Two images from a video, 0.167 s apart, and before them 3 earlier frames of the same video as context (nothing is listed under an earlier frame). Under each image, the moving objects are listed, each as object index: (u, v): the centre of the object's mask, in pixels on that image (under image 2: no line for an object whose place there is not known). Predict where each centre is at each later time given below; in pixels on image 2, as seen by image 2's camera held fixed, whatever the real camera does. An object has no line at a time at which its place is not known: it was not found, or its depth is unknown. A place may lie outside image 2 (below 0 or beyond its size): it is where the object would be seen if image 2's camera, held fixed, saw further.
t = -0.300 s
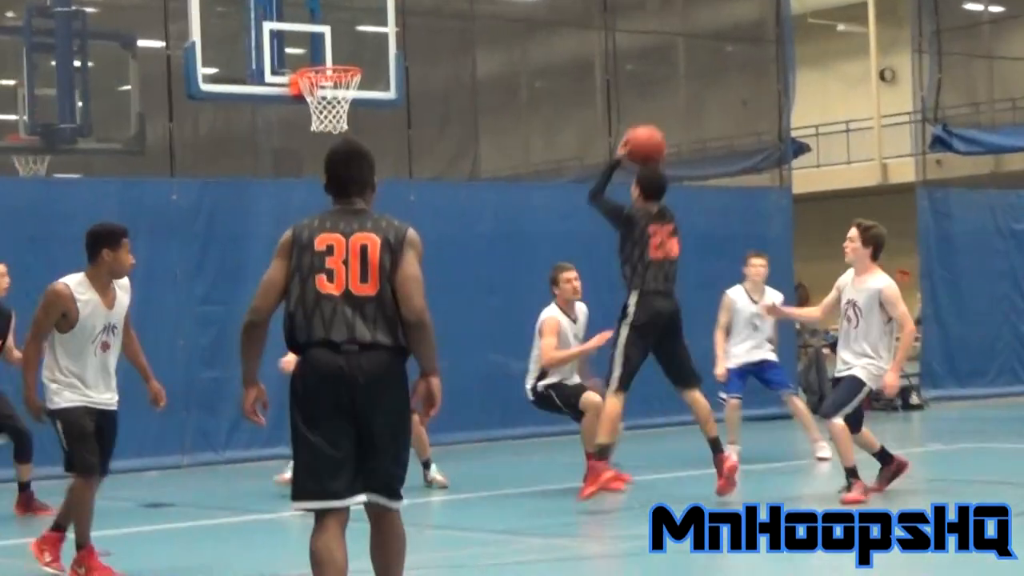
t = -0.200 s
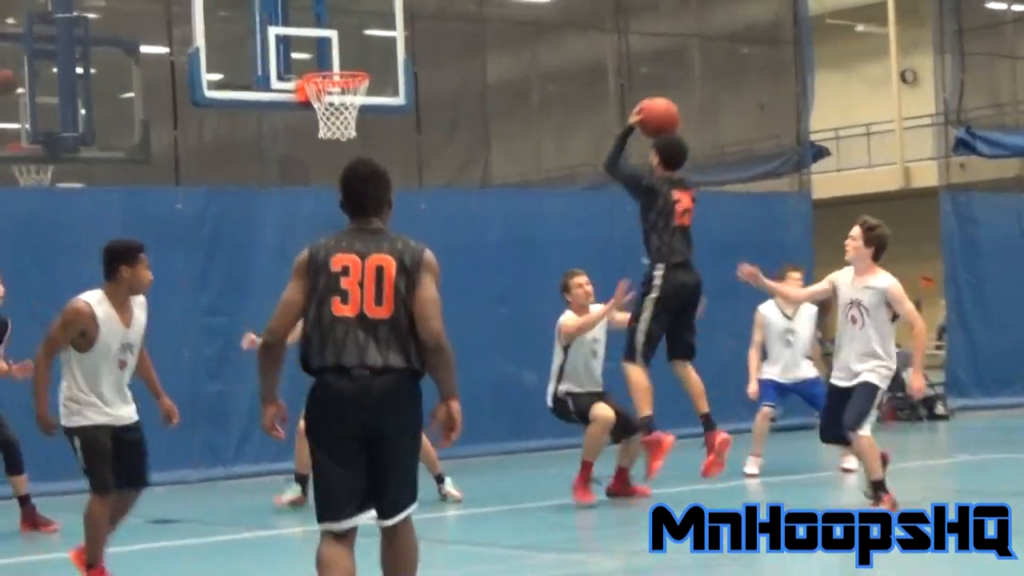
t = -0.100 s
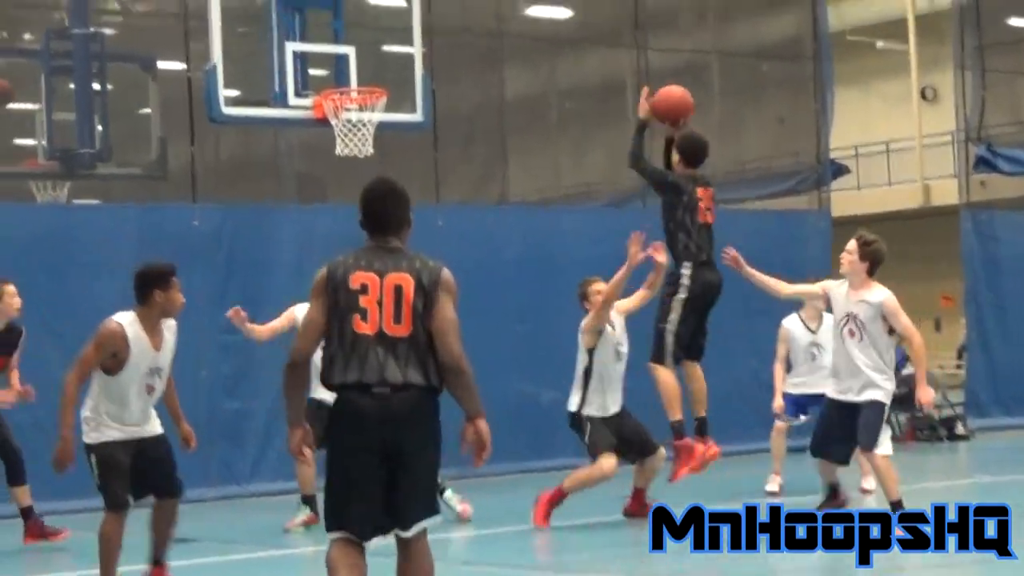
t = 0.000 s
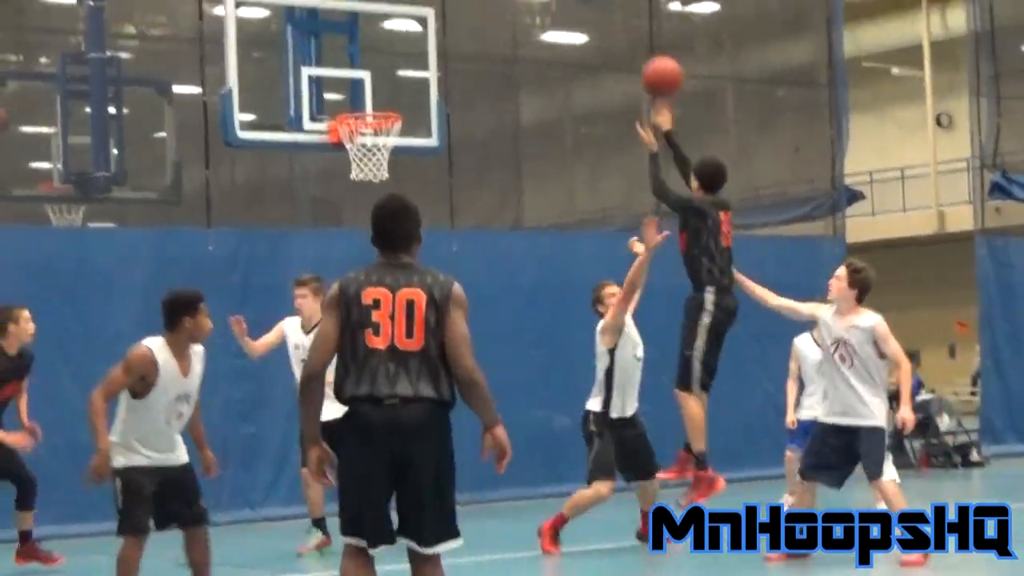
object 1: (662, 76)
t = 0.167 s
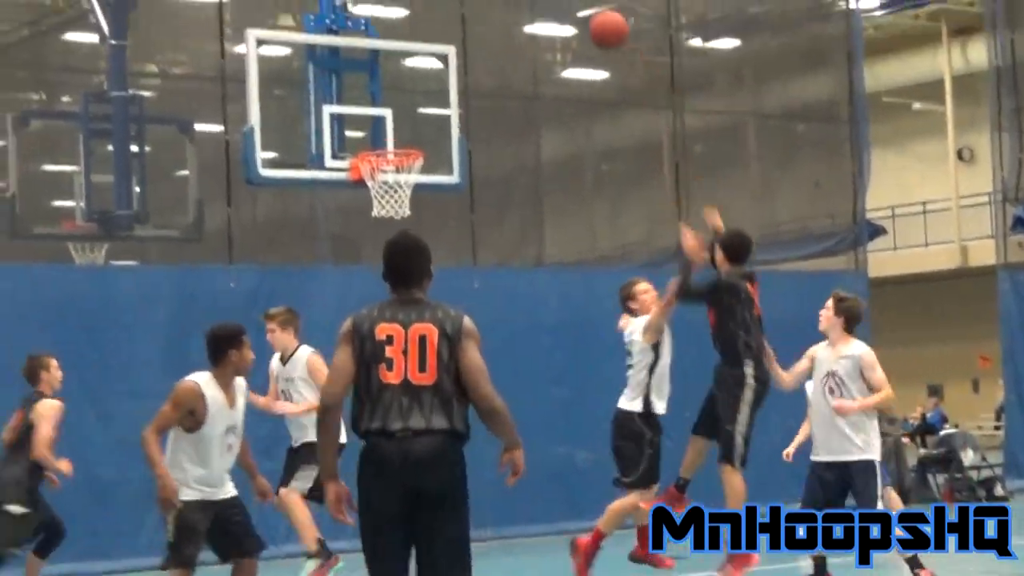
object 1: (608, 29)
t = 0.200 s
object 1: (594, 19)
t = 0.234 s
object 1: (581, 10)
